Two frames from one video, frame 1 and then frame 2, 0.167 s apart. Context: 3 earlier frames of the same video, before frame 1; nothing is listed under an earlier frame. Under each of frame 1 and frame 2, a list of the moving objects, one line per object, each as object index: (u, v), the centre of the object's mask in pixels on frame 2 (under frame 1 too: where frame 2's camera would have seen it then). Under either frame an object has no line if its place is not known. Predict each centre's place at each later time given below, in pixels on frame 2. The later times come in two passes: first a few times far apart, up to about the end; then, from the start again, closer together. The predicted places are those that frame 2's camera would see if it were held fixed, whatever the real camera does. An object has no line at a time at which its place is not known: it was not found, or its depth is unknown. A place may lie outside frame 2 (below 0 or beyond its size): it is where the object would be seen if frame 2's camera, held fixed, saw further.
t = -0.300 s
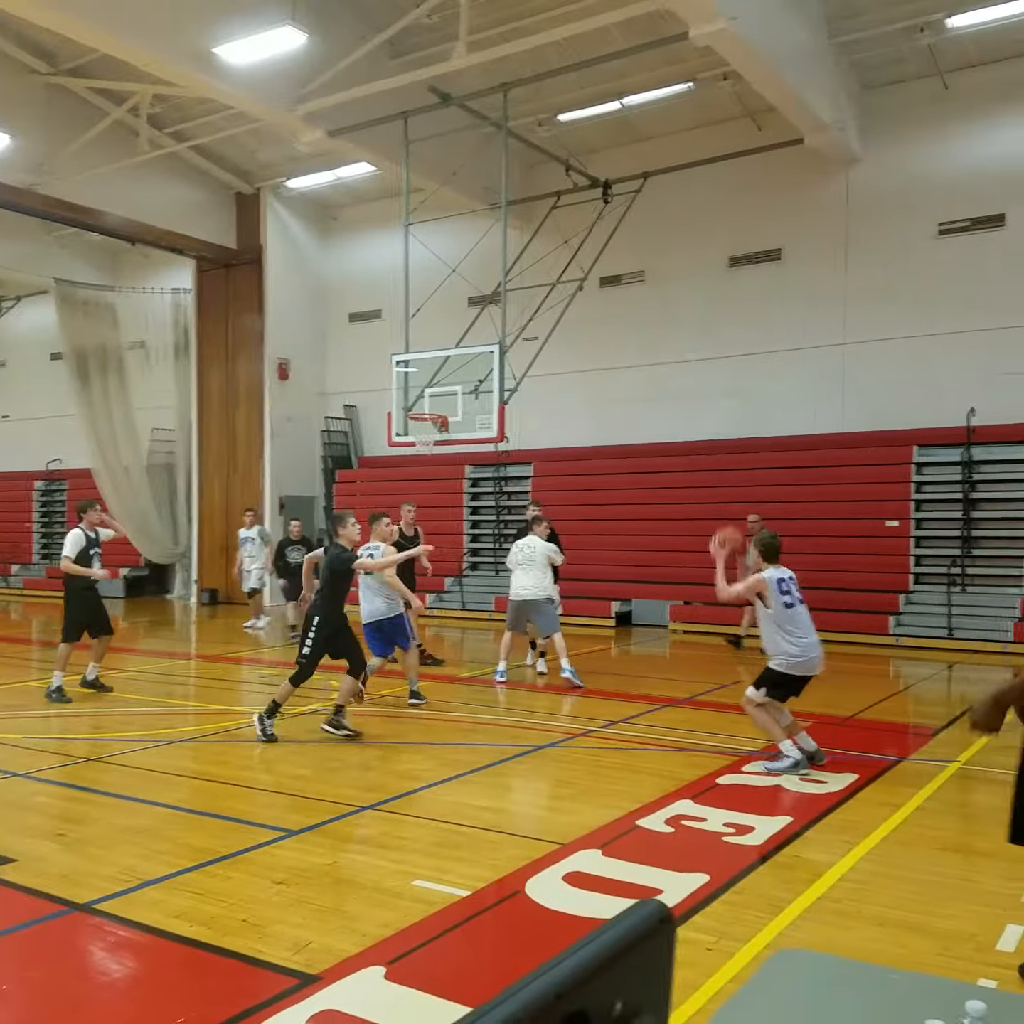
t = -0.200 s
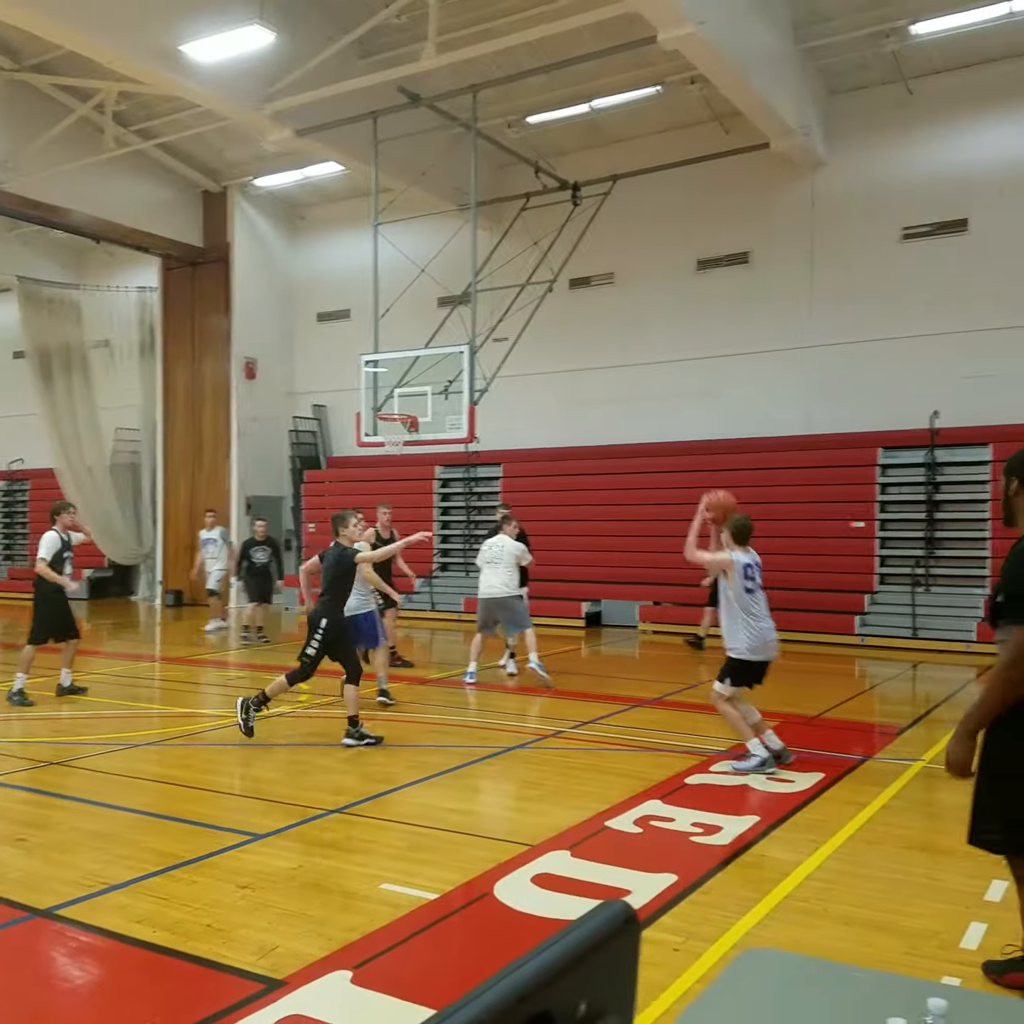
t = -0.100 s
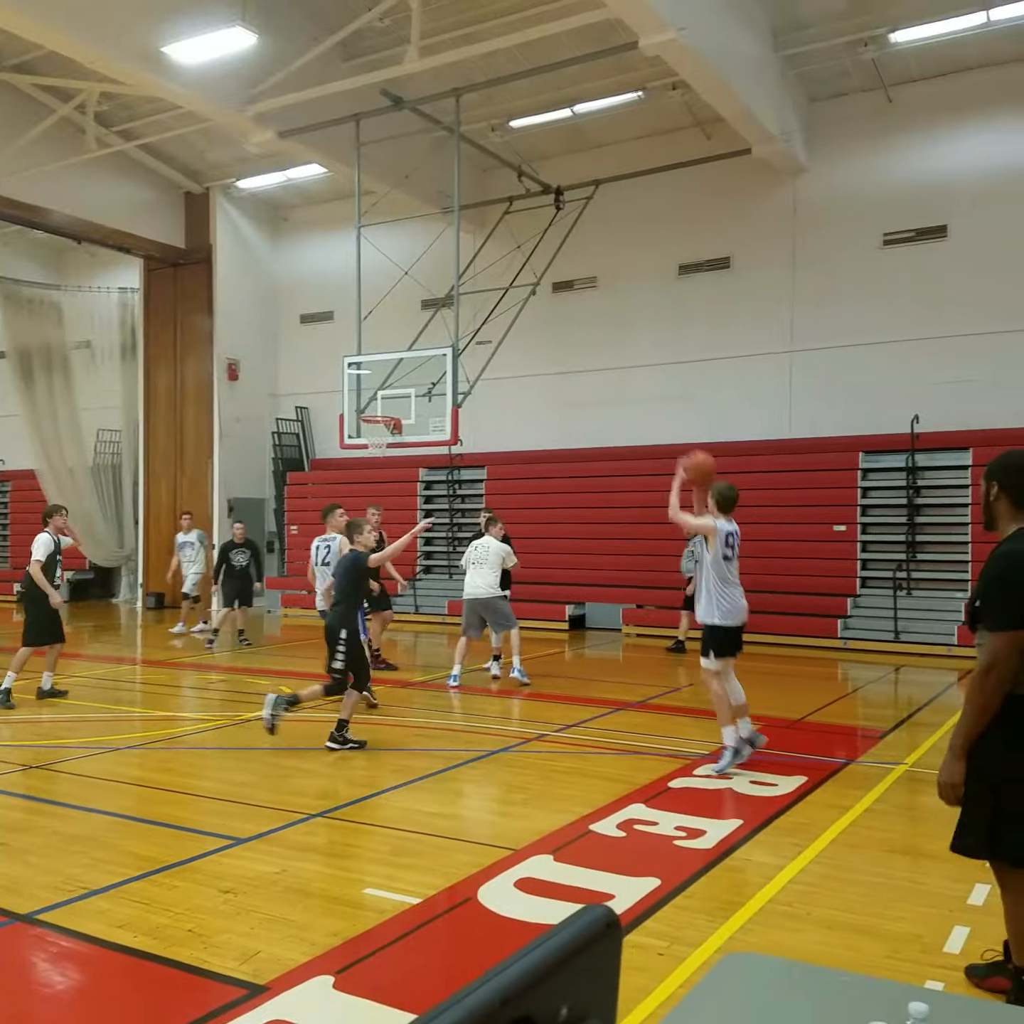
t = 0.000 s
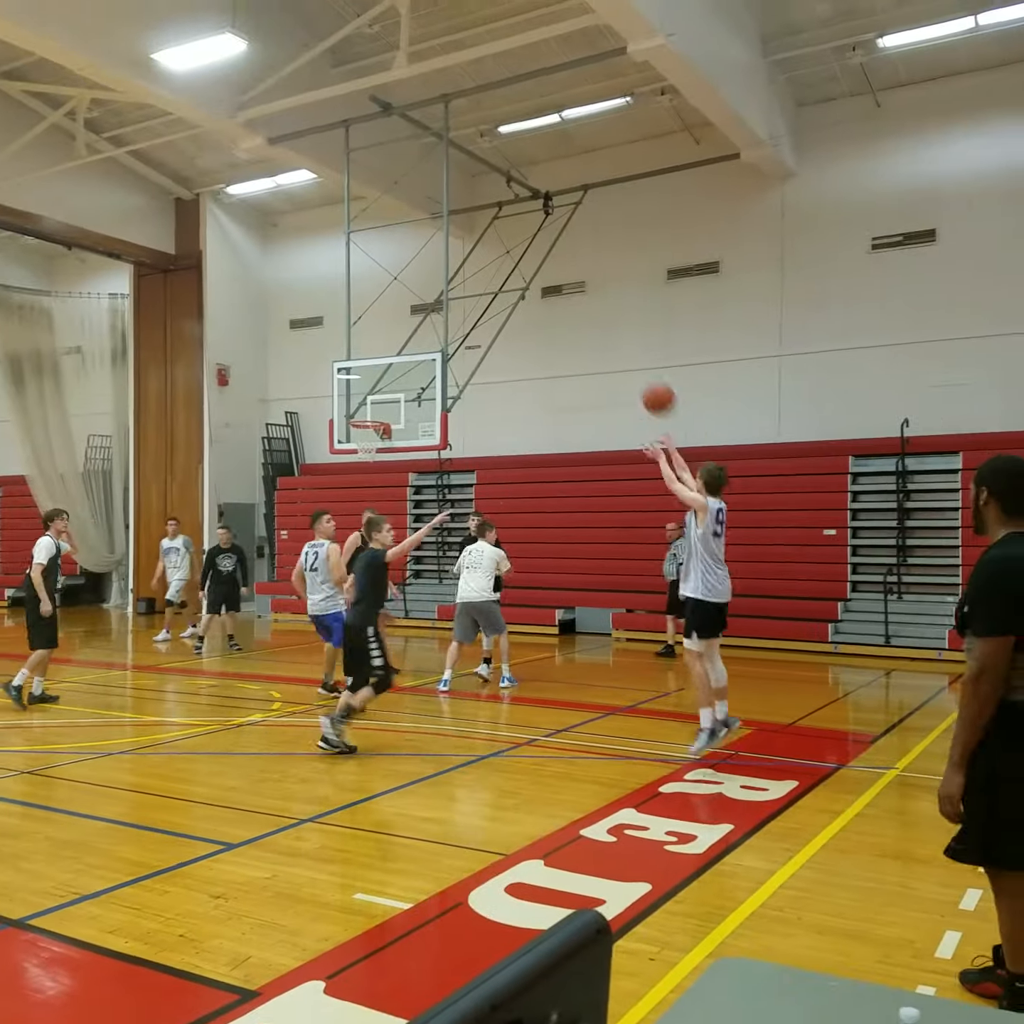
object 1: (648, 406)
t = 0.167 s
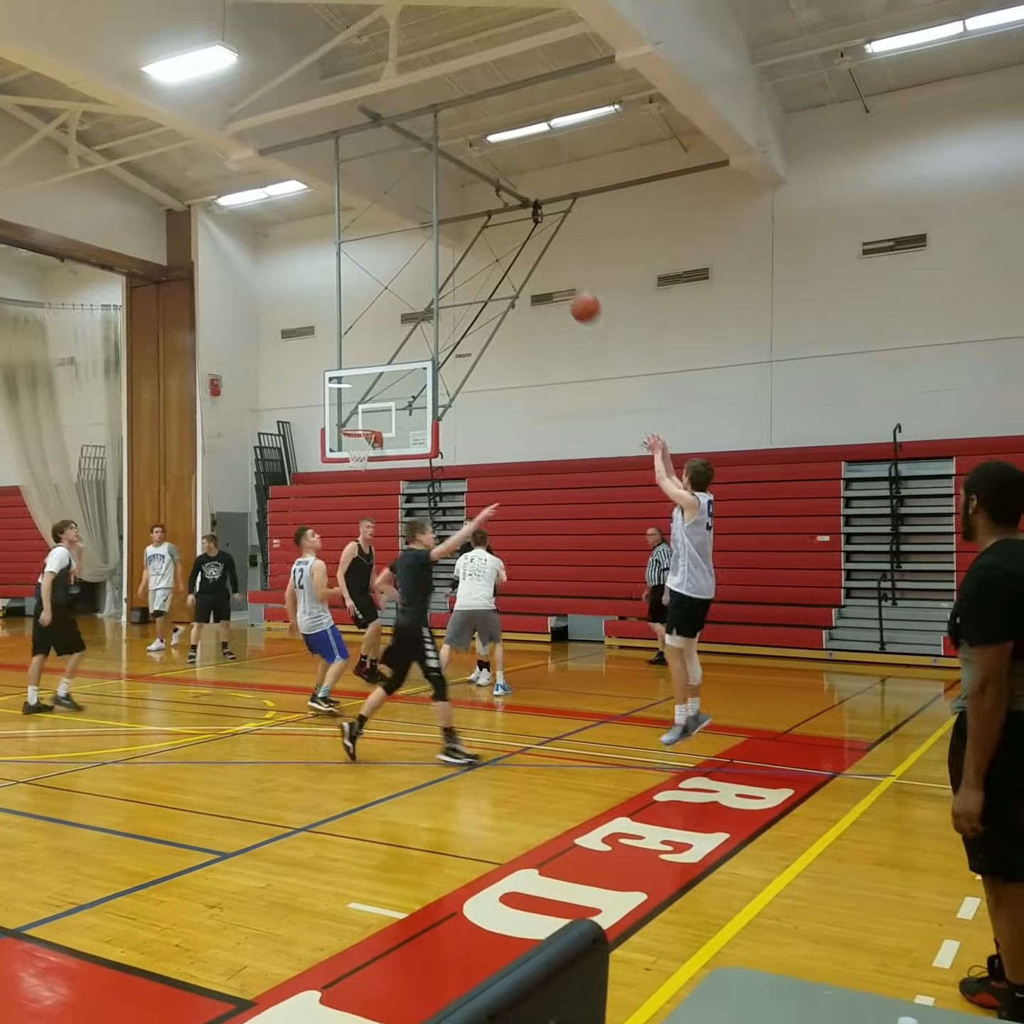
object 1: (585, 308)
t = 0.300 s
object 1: (542, 264)
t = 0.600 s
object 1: (465, 249)
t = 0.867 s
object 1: (417, 302)
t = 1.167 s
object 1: (375, 415)
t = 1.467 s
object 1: (328, 393)
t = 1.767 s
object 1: (282, 408)
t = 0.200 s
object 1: (573, 295)
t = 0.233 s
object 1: (562, 282)
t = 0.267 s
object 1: (552, 273)
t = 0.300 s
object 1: (542, 264)
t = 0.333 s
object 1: (532, 257)
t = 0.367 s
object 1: (523, 252)
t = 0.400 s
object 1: (513, 248)
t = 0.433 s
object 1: (505, 245)
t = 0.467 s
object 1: (497, 243)
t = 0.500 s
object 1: (489, 243)
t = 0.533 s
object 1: (481, 243)
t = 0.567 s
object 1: (474, 245)
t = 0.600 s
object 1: (465, 249)
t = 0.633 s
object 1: (459, 253)
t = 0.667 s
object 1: (452, 256)
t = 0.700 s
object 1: (446, 262)
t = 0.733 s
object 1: (440, 270)
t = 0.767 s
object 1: (434, 277)
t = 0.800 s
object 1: (427, 284)
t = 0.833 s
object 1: (422, 294)
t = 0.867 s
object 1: (417, 302)
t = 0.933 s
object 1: (407, 322)
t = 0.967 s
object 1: (401, 335)
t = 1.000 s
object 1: (396, 347)
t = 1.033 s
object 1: (392, 359)
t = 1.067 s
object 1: (387, 373)
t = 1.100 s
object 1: (383, 385)
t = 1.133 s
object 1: (379, 399)
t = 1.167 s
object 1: (375, 415)
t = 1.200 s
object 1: (371, 423)
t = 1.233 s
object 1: (366, 417)
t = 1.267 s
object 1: (361, 412)
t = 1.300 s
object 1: (355, 406)
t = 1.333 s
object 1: (350, 402)
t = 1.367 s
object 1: (344, 399)
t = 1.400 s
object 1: (338, 396)
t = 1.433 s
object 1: (333, 395)
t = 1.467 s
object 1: (328, 393)
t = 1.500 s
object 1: (322, 391)
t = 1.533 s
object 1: (317, 391)
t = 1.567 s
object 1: (312, 391)
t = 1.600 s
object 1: (307, 392)
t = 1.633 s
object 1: (302, 394)
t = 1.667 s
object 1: (297, 396)
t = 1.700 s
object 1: (292, 399)
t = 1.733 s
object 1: (287, 403)
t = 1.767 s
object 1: (282, 408)
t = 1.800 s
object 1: (277, 414)
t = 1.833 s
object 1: (271, 420)
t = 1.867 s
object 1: (266, 427)
